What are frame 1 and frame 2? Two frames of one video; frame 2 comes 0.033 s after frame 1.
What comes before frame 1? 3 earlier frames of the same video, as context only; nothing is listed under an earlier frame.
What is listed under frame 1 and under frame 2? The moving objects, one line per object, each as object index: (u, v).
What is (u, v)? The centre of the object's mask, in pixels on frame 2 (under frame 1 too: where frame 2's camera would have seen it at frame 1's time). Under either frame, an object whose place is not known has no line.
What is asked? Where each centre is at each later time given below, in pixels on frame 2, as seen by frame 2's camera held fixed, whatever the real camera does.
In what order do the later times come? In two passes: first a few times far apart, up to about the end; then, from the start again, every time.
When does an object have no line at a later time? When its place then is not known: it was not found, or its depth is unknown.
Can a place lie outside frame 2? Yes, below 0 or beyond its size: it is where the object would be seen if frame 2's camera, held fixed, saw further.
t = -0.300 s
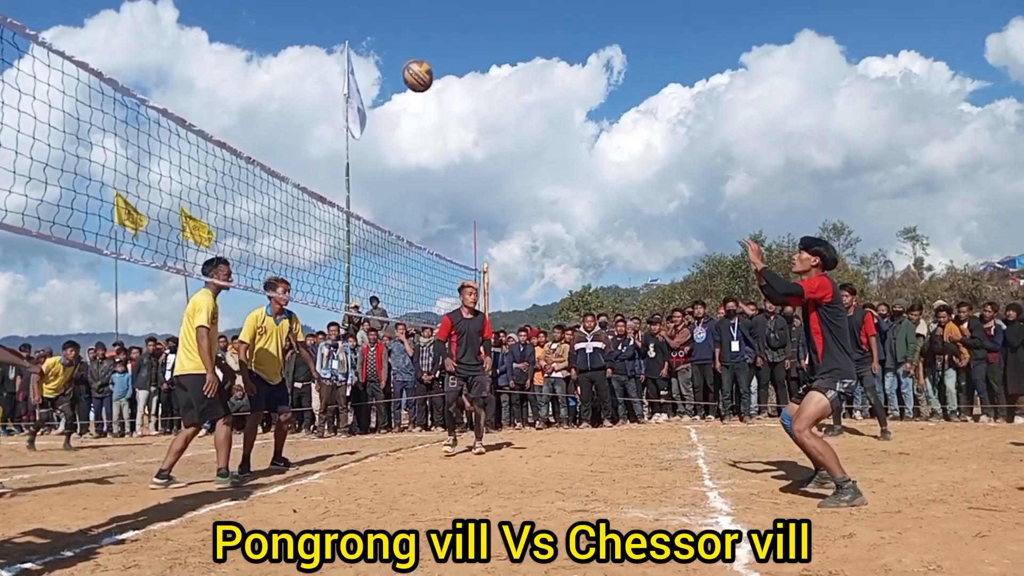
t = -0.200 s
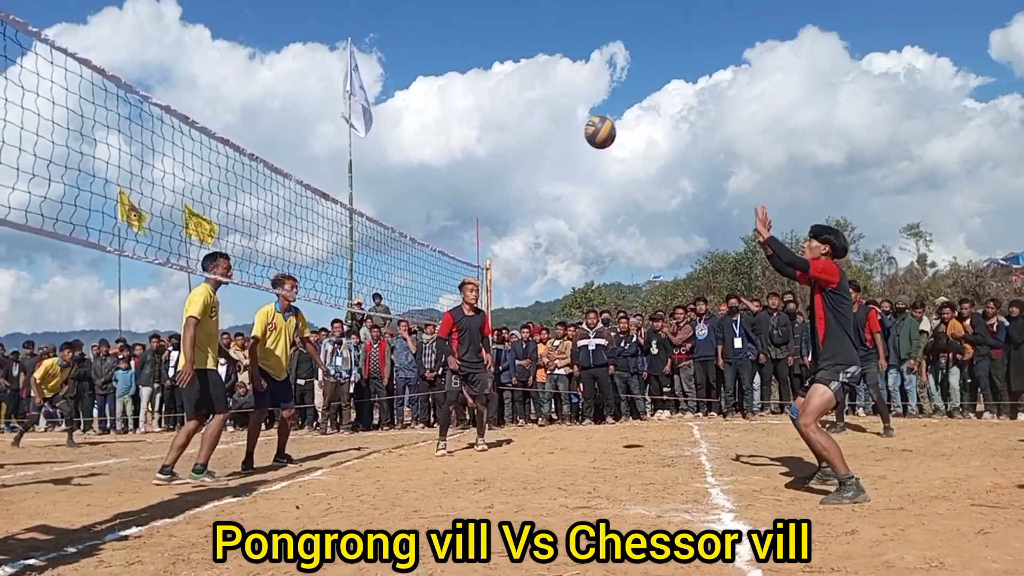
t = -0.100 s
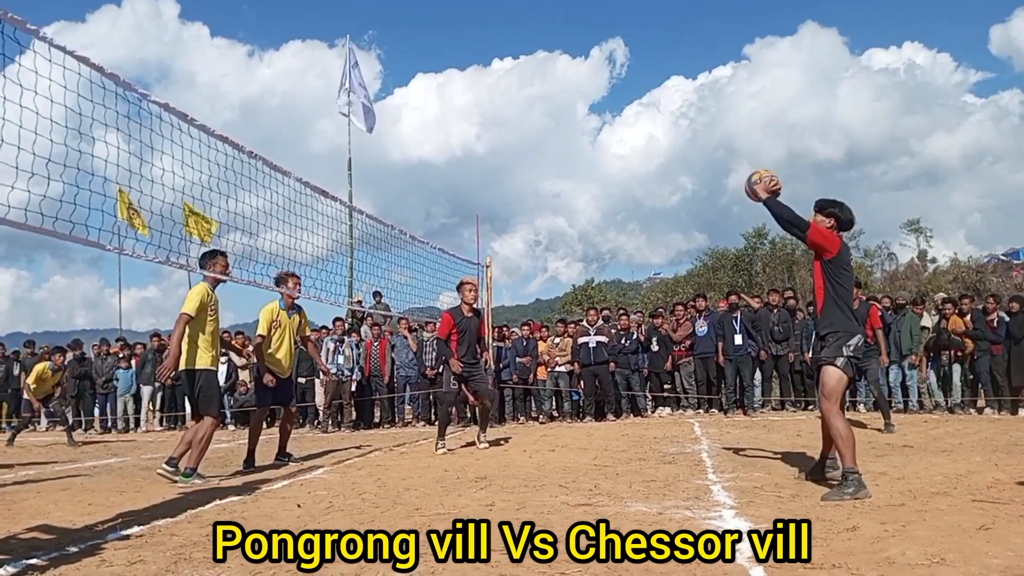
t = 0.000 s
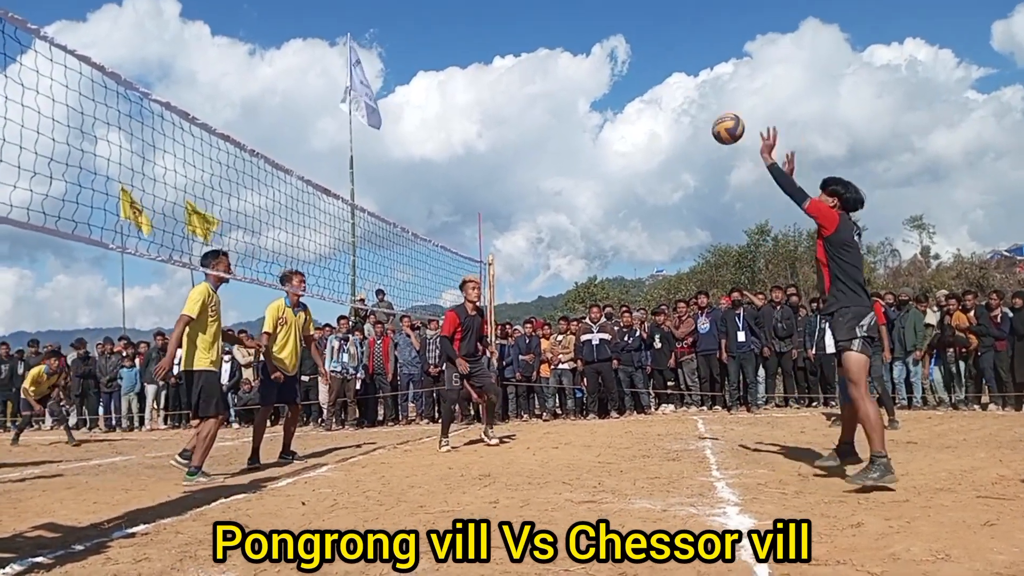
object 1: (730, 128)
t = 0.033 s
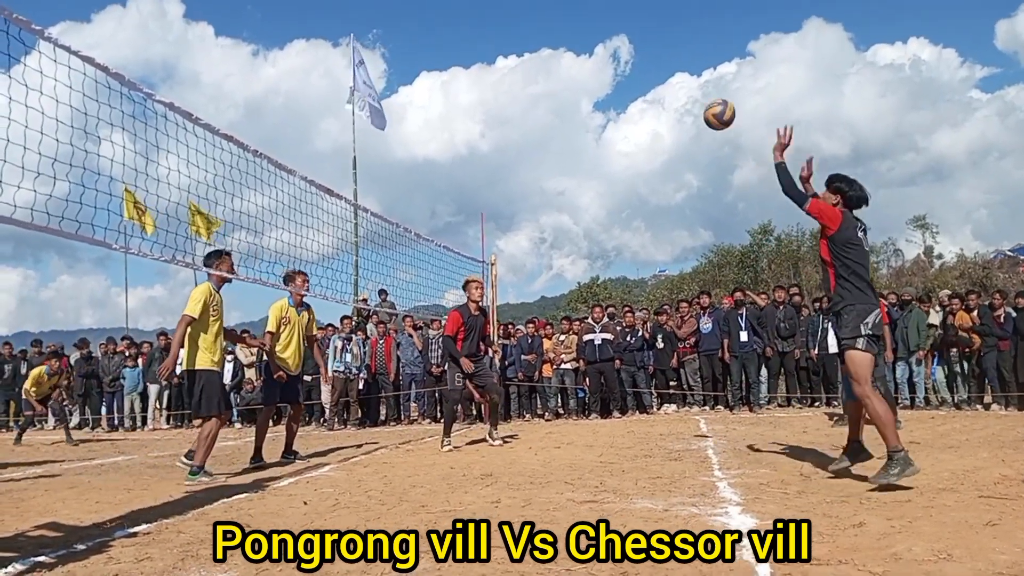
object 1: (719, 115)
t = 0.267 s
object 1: (649, 66)
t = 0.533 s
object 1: (586, 101)
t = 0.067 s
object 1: (708, 103)
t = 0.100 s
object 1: (697, 92)
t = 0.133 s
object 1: (686, 84)
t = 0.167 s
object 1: (677, 77)
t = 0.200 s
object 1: (667, 72)
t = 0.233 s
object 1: (658, 69)
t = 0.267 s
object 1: (649, 66)
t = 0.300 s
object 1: (640, 66)
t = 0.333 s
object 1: (632, 67)
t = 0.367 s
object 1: (623, 69)
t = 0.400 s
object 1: (615, 73)
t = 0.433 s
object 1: (608, 78)
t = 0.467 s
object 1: (600, 85)
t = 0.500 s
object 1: (593, 92)
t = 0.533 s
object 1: (586, 101)
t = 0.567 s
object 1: (580, 110)
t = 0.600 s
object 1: (573, 120)
